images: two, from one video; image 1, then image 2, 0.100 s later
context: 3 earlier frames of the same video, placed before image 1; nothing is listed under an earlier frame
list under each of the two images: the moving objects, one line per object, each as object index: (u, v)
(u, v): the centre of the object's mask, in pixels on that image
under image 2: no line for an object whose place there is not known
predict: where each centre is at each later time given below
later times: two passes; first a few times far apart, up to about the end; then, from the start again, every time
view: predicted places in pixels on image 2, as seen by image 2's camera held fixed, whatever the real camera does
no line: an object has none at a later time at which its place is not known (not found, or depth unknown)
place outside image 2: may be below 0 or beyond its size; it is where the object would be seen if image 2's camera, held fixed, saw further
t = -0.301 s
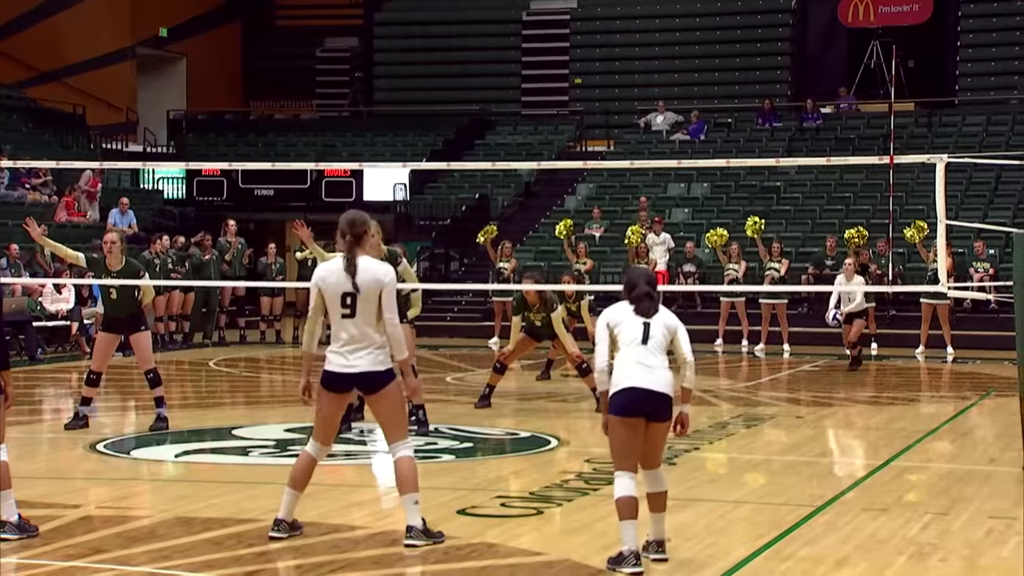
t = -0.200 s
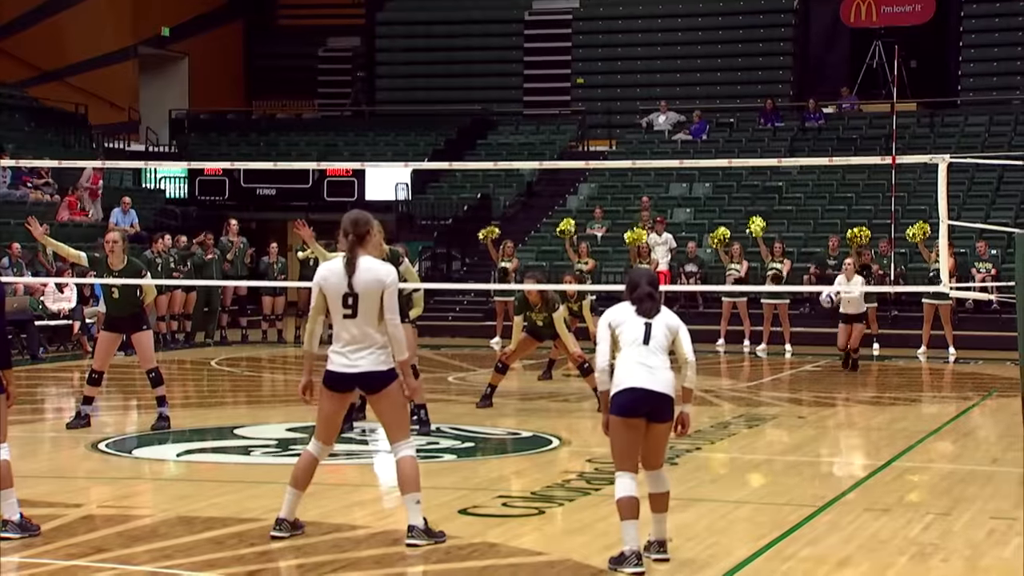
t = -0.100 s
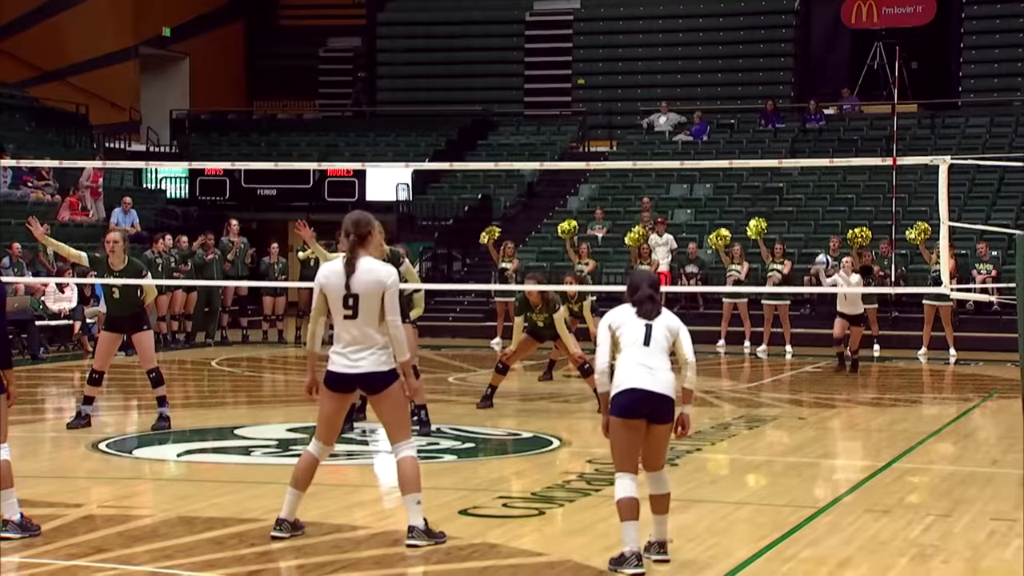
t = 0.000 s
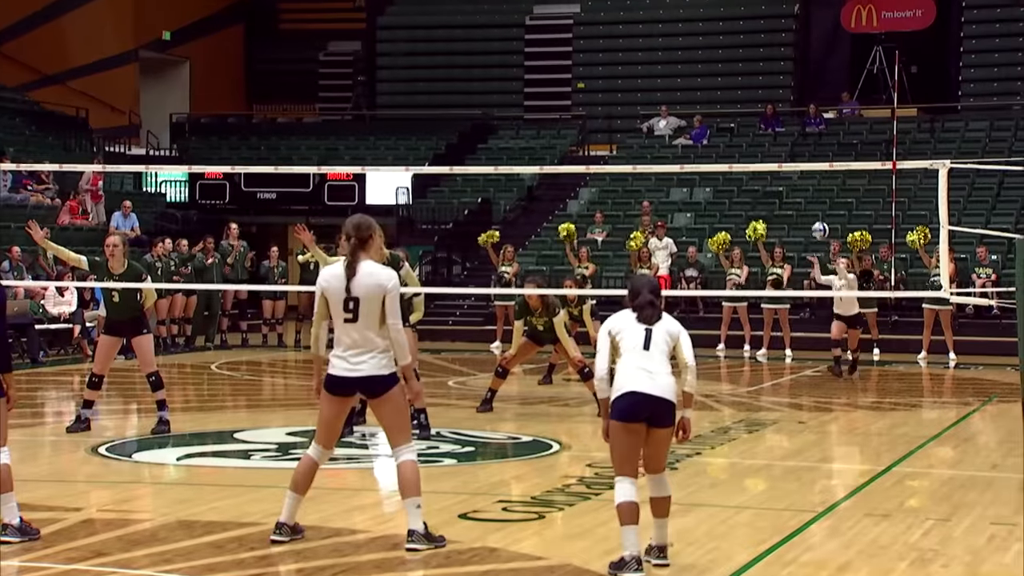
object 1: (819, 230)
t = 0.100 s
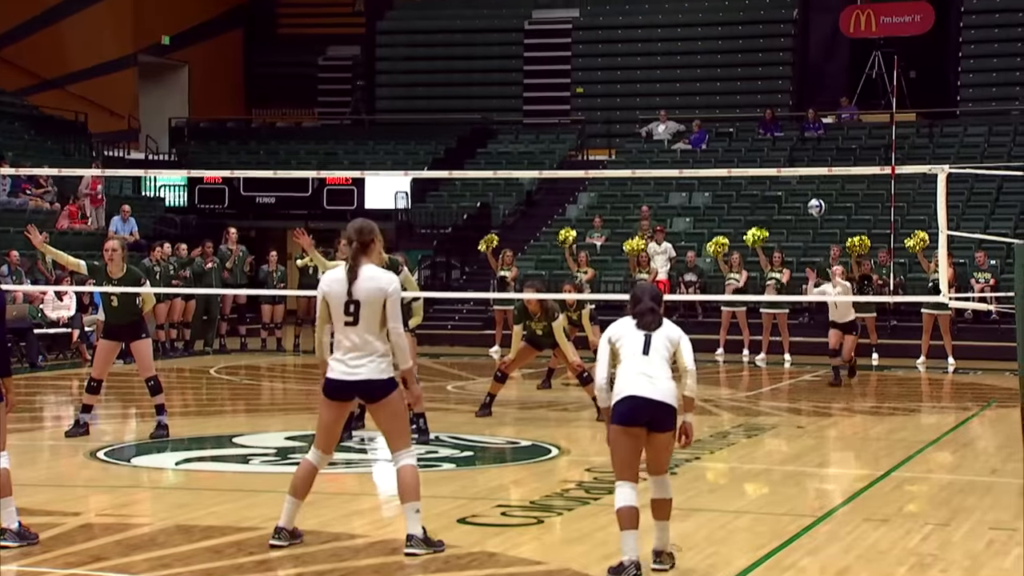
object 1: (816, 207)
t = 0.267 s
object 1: (810, 180)
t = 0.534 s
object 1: (802, 180)
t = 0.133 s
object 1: (815, 200)
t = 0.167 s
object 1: (814, 193)
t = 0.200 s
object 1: (813, 187)
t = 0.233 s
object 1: (811, 182)
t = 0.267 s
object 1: (810, 180)
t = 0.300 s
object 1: (810, 178)
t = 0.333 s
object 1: (809, 173)
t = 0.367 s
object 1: (808, 171)
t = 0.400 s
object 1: (807, 169)
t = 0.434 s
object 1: (806, 171)
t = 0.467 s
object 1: (805, 173)
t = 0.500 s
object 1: (804, 175)
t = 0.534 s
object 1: (802, 180)
